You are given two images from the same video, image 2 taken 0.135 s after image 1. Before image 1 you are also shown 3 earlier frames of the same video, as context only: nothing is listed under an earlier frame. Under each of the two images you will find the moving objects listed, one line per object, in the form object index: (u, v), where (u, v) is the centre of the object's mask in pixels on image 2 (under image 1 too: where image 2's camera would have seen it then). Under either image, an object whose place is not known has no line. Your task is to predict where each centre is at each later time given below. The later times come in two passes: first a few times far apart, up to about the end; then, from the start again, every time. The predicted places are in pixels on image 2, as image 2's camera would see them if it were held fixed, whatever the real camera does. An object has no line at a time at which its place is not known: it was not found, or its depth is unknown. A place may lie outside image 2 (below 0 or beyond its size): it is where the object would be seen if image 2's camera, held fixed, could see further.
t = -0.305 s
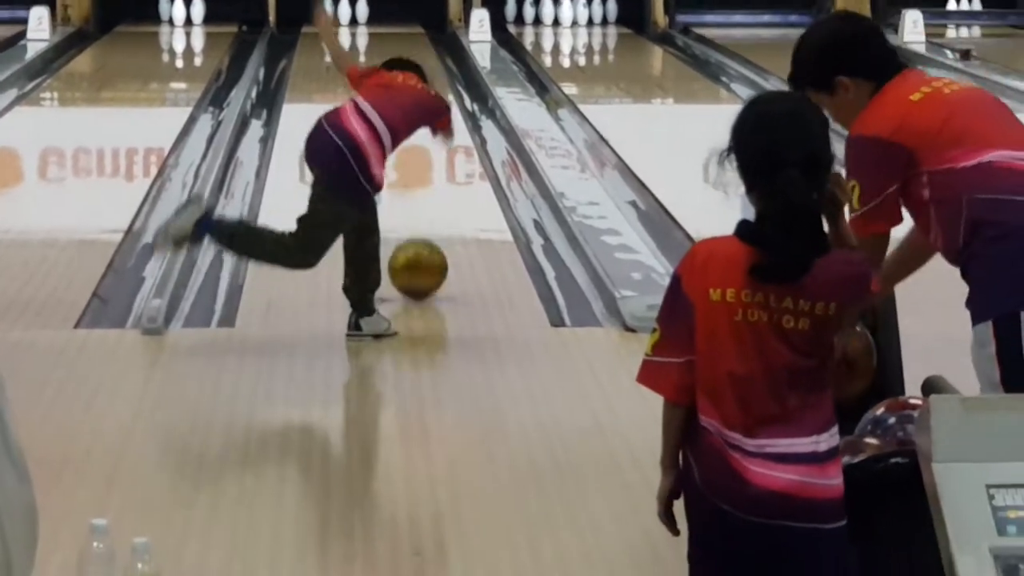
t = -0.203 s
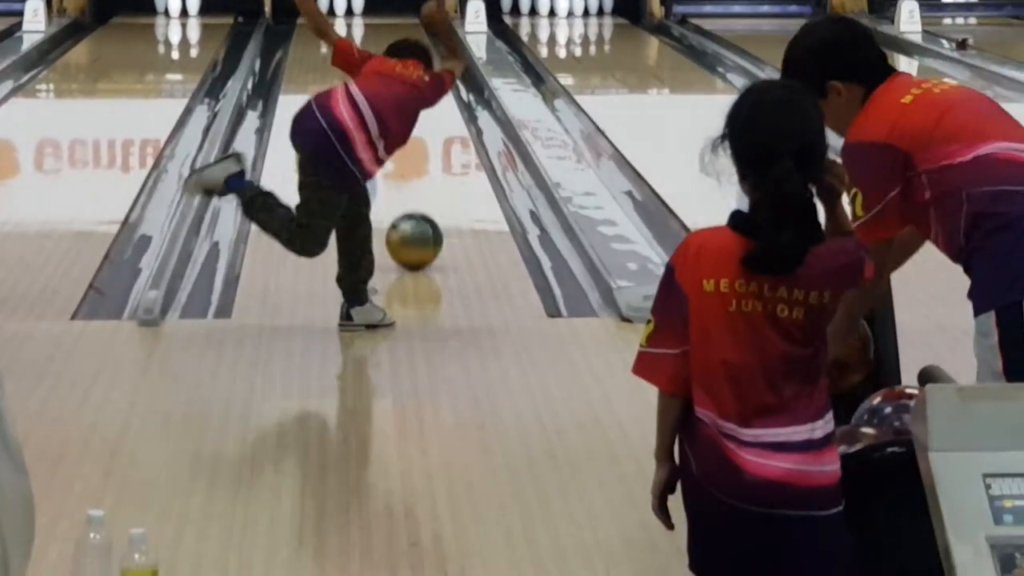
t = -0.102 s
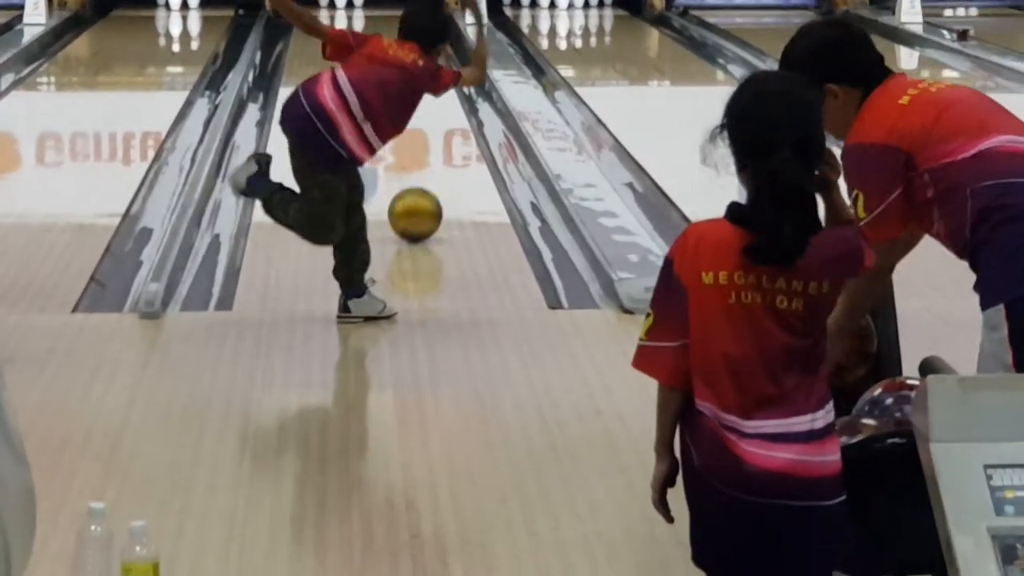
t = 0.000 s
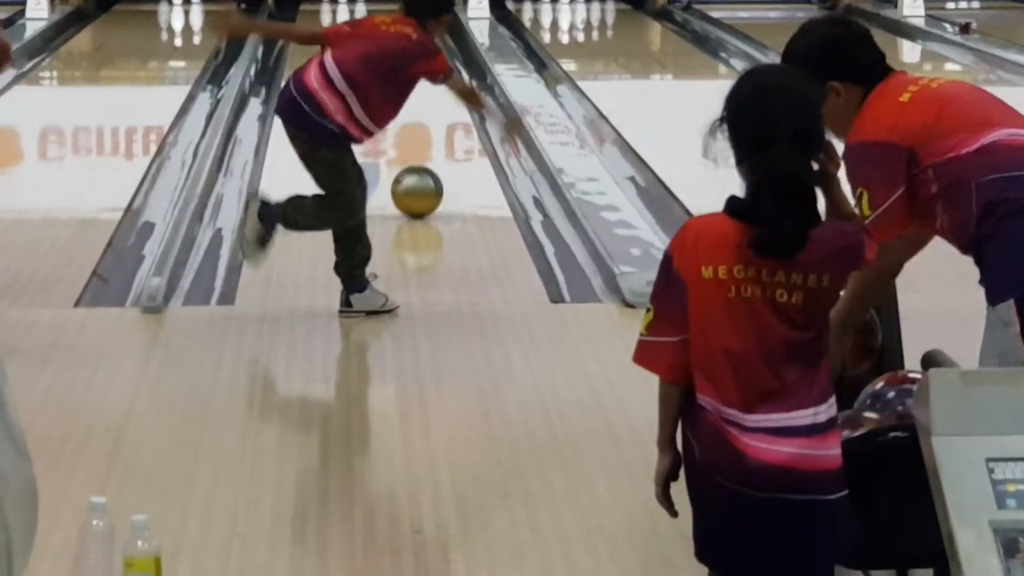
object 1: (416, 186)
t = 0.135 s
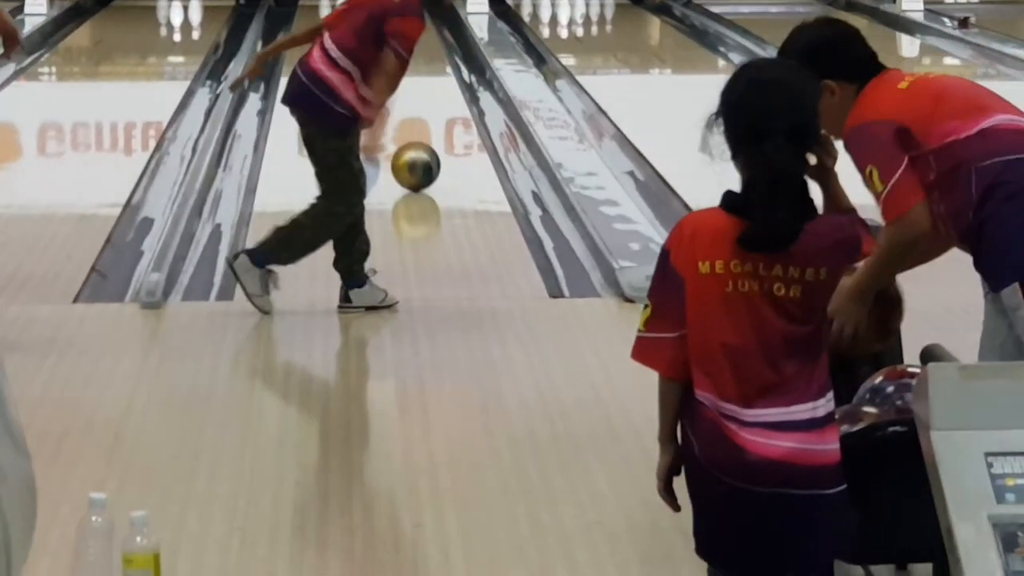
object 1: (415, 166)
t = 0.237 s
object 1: (415, 152)
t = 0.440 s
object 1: (415, 128)
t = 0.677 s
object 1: (414, 105)
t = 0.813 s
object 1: (417, 93)
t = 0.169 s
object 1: (415, 161)
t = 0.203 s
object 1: (415, 156)
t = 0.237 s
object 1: (415, 152)
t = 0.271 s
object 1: (415, 148)
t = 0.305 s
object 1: (415, 143)
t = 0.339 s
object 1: (415, 139)
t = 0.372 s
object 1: (415, 136)
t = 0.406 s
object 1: (415, 132)
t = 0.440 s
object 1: (415, 128)
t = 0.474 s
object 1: (415, 125)
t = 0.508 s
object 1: (415, 121)
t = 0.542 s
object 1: (415, 118)
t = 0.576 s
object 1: (415, 115)
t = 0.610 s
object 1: (415, 111)
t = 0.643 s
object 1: (415, 108)
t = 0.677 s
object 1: (414, 105)
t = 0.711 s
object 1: (414, 102)
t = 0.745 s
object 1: (415, 98)
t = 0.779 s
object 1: (415, 96)
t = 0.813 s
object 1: (417, 93)
